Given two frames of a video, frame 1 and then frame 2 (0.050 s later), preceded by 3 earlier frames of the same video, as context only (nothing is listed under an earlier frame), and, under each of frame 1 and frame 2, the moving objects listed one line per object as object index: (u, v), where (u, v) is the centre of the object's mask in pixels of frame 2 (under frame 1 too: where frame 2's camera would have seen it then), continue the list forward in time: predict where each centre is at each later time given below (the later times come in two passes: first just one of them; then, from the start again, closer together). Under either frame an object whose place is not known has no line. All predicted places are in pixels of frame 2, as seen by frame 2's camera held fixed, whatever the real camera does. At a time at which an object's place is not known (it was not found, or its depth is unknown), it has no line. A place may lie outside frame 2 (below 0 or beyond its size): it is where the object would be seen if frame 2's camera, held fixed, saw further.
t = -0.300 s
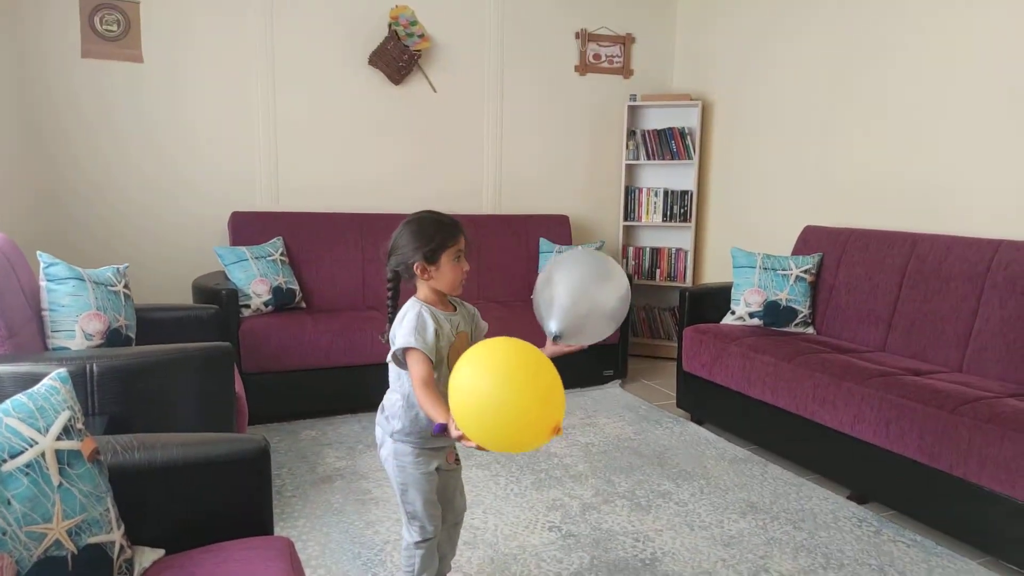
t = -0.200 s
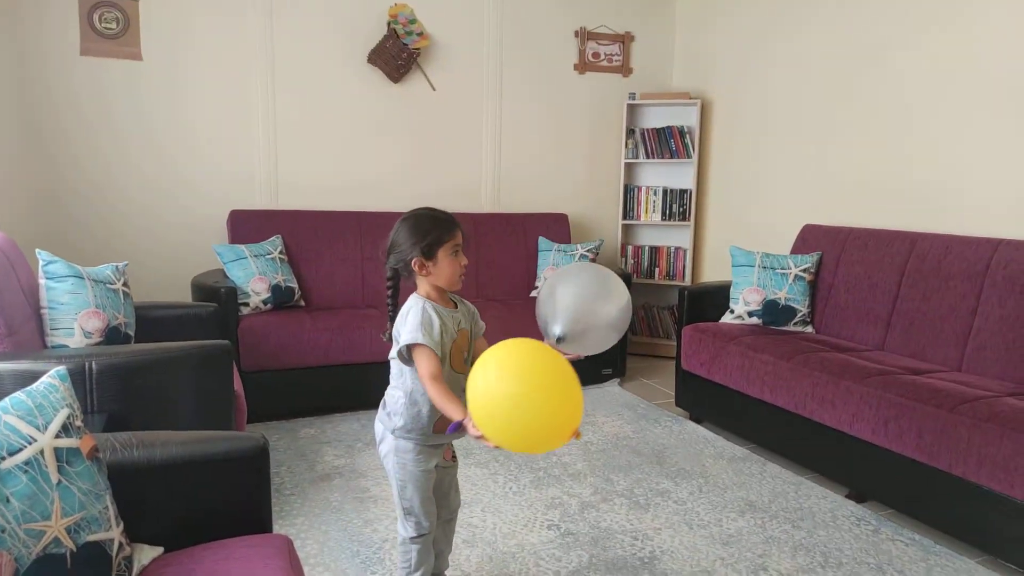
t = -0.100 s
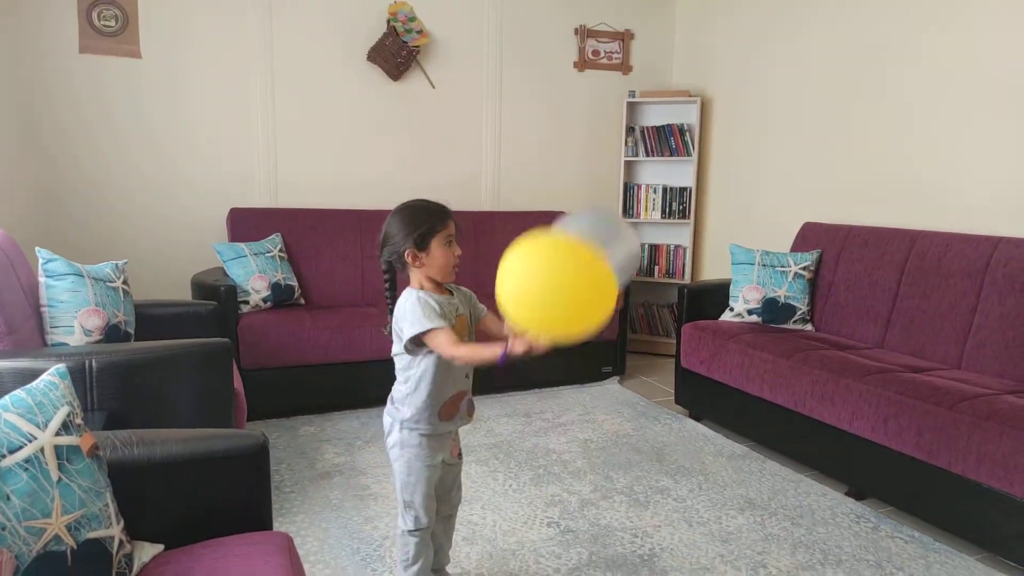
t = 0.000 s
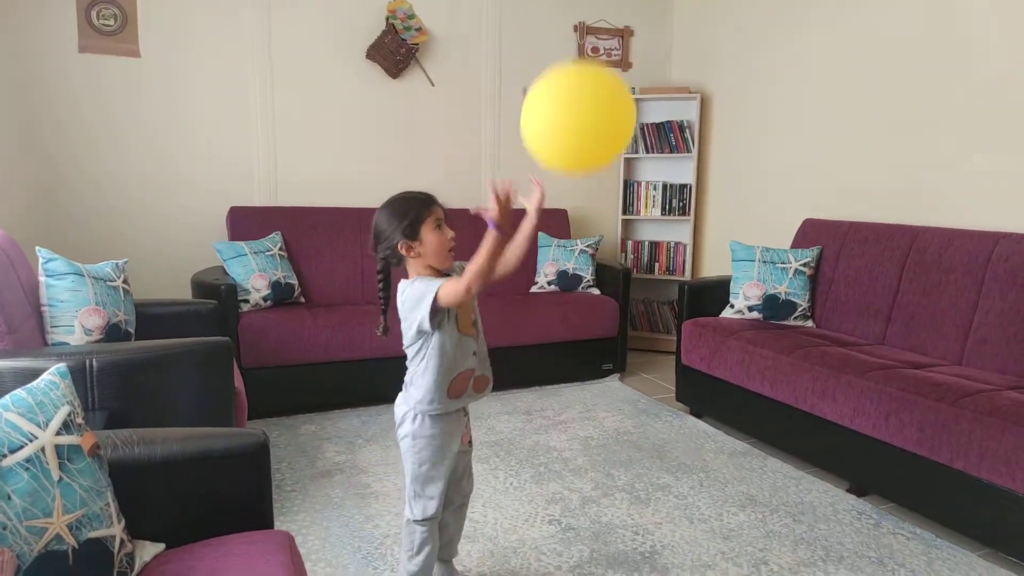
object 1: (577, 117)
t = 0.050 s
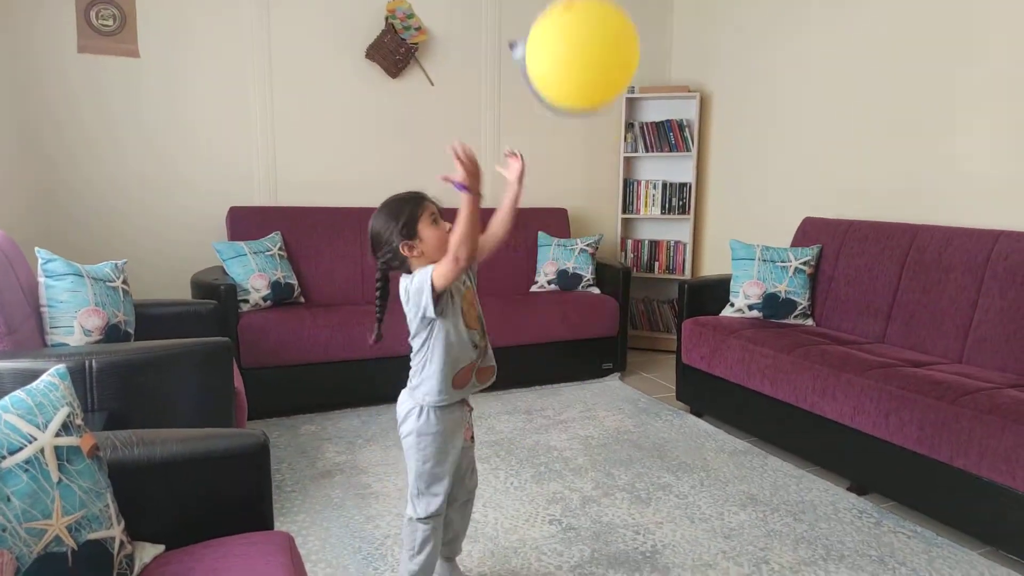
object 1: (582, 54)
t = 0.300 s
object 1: (558, -56)
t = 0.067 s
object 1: (581, 43)
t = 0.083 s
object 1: (581, 35)
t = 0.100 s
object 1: (579, 28)
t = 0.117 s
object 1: (577, 22)
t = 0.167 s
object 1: (571, 0)
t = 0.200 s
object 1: (567, -15)
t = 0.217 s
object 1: (566, -22)
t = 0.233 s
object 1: (564, -29)
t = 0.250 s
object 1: (562, -37)
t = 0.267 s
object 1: (560, -44)
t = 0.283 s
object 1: (559, -50)
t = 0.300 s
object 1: (558, -56)
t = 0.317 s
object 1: (557, -60)
